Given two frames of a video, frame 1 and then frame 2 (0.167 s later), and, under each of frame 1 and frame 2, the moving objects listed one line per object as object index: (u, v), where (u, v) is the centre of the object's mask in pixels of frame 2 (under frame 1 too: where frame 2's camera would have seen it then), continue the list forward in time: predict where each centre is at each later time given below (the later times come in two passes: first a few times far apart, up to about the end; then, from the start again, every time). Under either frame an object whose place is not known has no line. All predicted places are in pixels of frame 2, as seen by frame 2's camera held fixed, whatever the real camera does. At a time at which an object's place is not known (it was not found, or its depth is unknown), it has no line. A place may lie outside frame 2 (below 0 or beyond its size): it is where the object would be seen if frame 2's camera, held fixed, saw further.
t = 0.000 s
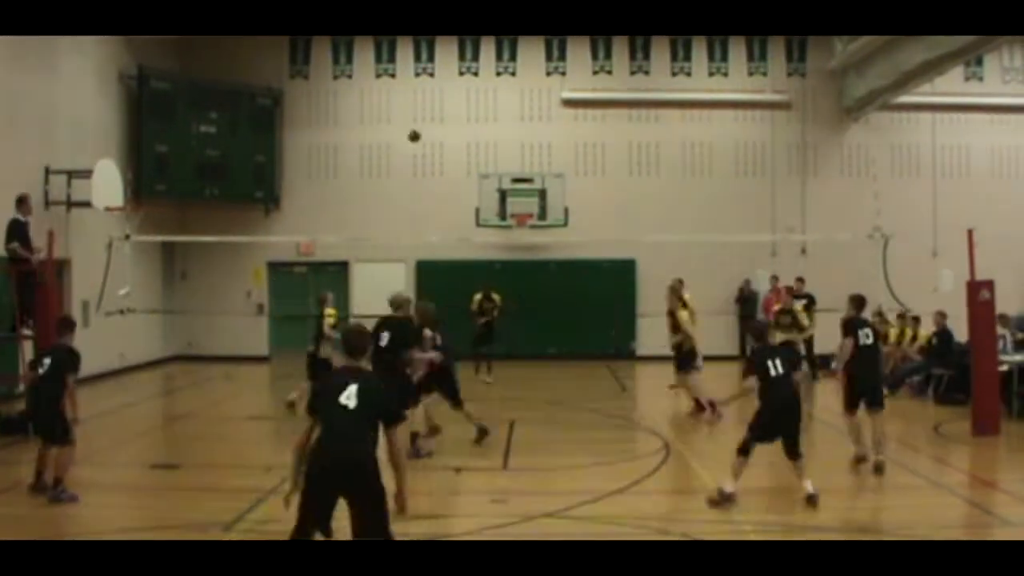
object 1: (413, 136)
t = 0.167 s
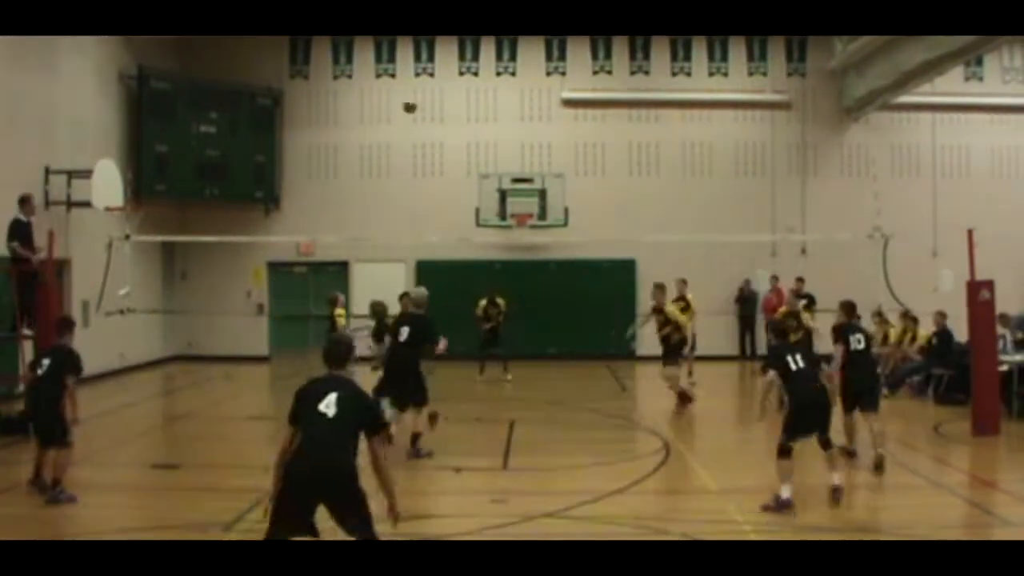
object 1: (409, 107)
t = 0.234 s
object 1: (407, 101)
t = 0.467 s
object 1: (401, 104)
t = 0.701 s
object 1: (394, 146)
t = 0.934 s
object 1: (388, 228)
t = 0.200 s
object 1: (408, 104)
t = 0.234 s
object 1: (407, 101)
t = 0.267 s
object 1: (406, 100)
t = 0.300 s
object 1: (405, 99)
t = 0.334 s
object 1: (405, 99)
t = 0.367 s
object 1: (403, 99)
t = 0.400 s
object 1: (403, 100)
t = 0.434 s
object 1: (402, 102)
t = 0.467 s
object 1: (401, 104)
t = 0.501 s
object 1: (400, 107)
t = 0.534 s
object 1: (399, 112)
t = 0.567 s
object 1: (398, 118)
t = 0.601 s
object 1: (397, 123)
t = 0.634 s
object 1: (396, 131)
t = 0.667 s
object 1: (395, 138)
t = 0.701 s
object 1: (394, 146)
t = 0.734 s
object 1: (393, 156)
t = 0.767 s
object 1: (392, 166)
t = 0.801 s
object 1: (392, 176)
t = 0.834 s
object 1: (391, 188)
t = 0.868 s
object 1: (389, 201)
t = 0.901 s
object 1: (388, 214)
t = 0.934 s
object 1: (388, 228)
